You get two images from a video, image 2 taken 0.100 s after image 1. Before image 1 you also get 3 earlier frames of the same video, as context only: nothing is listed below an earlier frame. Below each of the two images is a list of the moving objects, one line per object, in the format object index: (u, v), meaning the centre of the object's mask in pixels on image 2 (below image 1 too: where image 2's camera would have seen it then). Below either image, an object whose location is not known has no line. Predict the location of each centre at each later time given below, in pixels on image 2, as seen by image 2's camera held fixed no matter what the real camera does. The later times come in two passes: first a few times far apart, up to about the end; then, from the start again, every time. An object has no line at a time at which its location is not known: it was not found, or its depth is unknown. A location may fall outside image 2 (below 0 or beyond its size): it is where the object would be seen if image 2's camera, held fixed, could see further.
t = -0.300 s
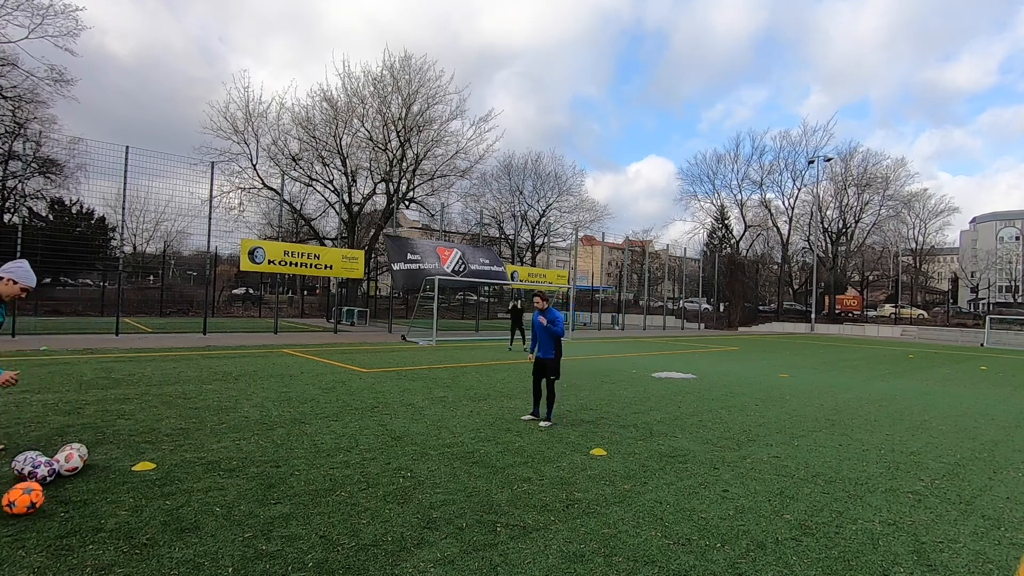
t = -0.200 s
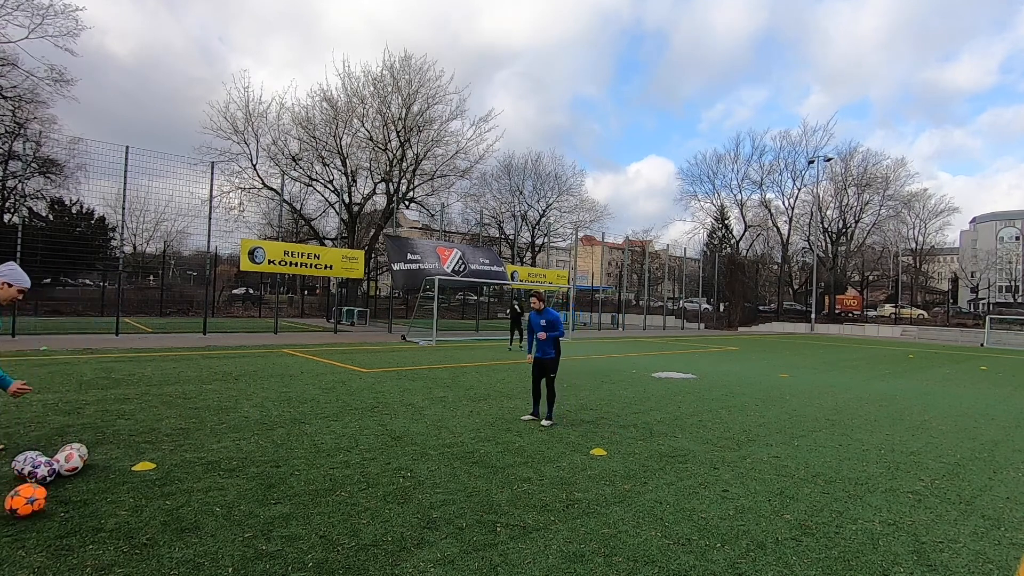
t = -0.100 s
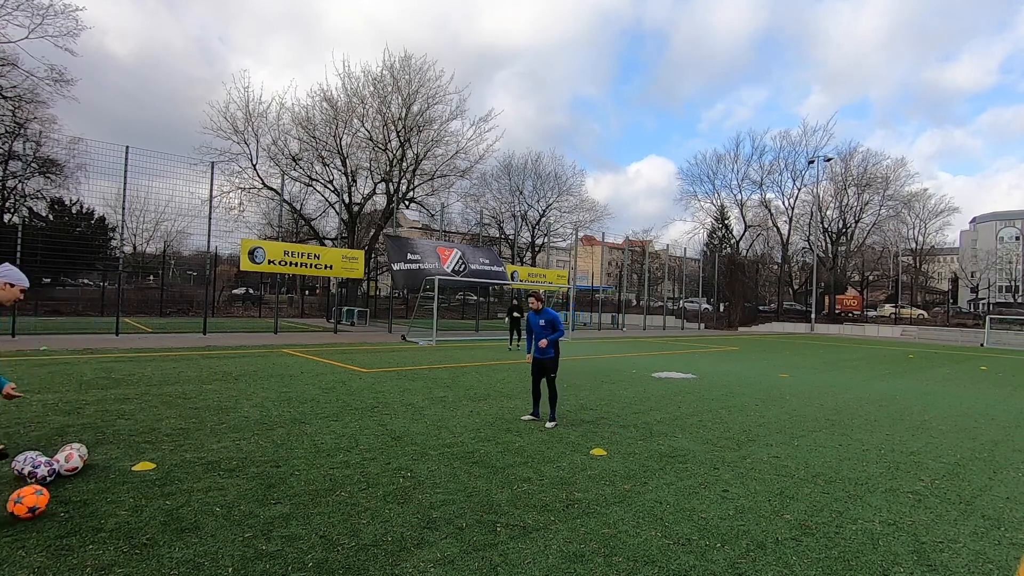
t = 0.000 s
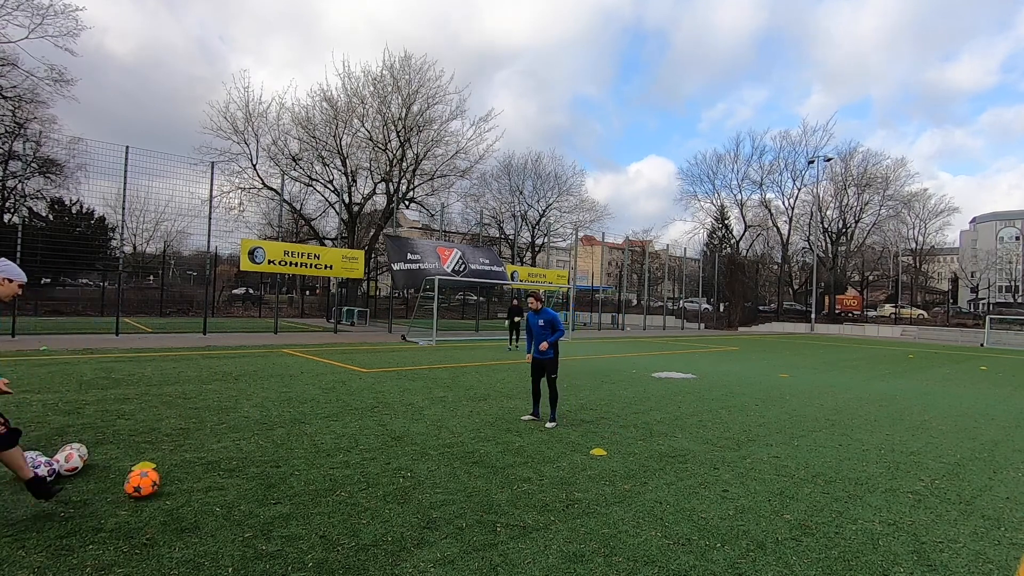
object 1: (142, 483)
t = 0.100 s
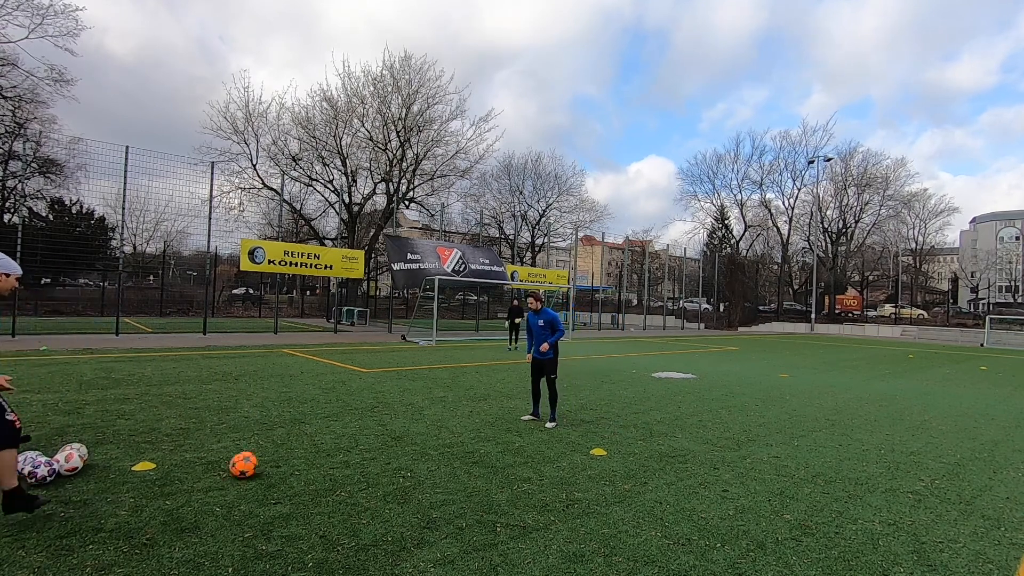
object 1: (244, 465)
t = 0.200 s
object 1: (318, 452)
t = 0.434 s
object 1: (434, 431)
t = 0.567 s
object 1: (478, 424)
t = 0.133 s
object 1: (270, 459)
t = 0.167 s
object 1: (295, 455)
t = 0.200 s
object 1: (318, 452)
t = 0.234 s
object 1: (339, 448)
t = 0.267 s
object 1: (358, 444)
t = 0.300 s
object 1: (376, 442)
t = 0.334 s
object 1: (392, 439)
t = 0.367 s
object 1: (406, 436)
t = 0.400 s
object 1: (420, 434)
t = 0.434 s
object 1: (434, 431)
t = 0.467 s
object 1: (446, 429)
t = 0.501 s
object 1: (457, 427)
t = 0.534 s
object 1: (468, 425)
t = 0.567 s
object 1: (478, 424)
